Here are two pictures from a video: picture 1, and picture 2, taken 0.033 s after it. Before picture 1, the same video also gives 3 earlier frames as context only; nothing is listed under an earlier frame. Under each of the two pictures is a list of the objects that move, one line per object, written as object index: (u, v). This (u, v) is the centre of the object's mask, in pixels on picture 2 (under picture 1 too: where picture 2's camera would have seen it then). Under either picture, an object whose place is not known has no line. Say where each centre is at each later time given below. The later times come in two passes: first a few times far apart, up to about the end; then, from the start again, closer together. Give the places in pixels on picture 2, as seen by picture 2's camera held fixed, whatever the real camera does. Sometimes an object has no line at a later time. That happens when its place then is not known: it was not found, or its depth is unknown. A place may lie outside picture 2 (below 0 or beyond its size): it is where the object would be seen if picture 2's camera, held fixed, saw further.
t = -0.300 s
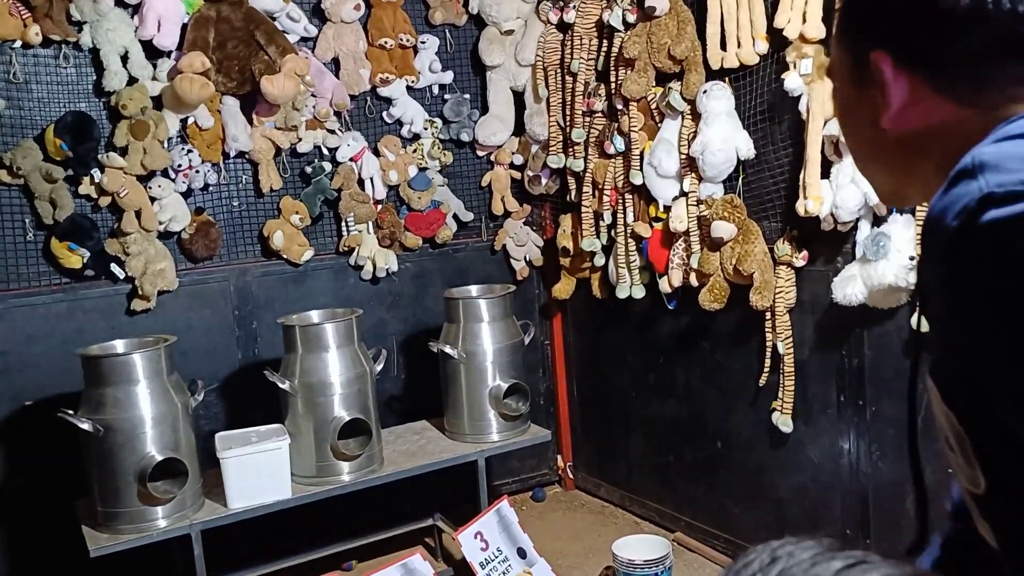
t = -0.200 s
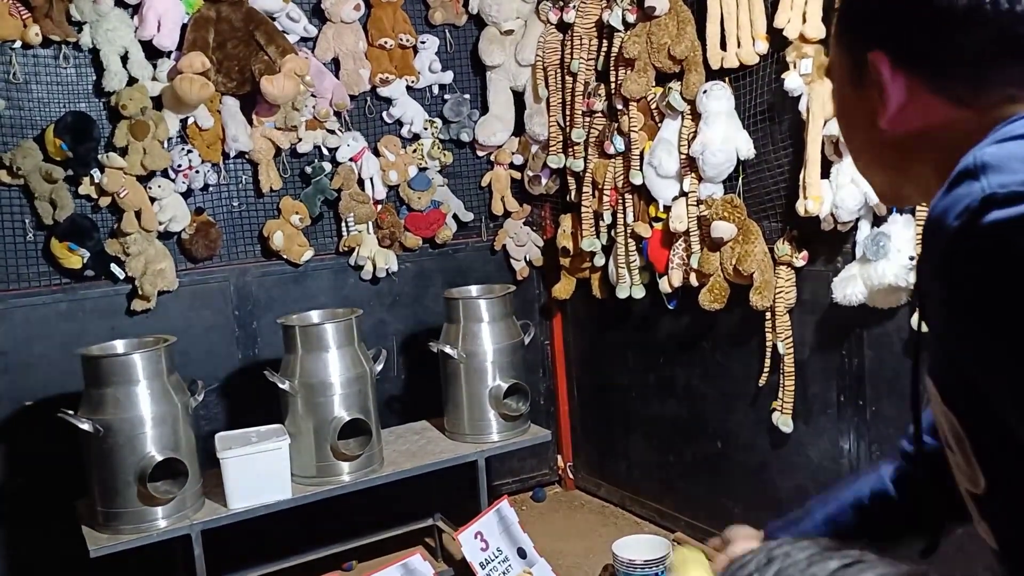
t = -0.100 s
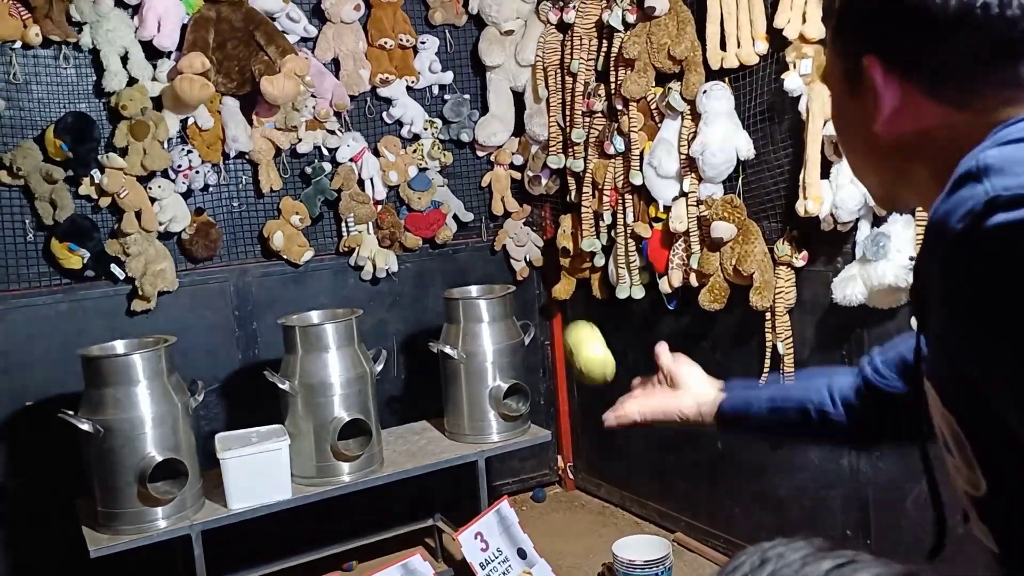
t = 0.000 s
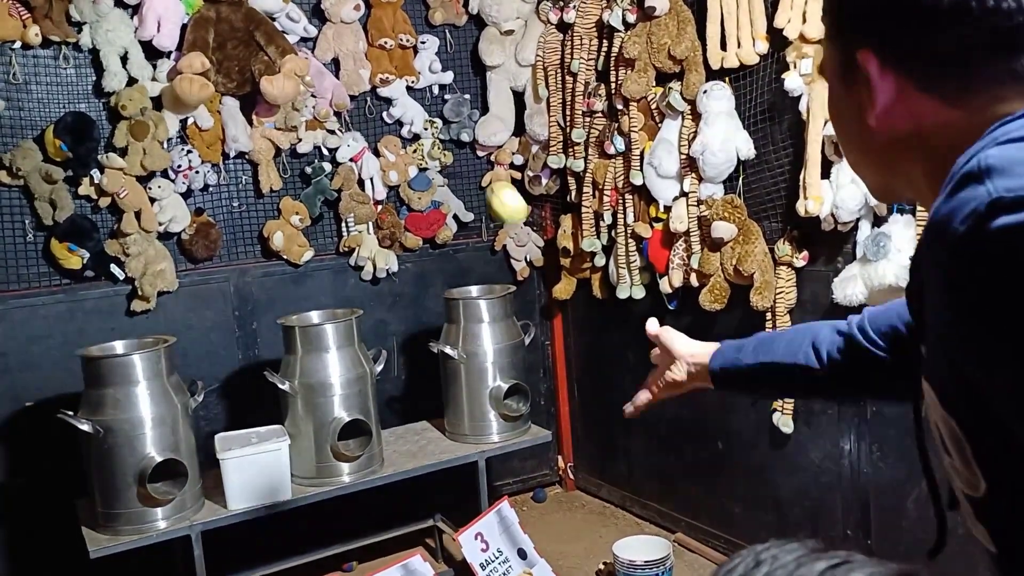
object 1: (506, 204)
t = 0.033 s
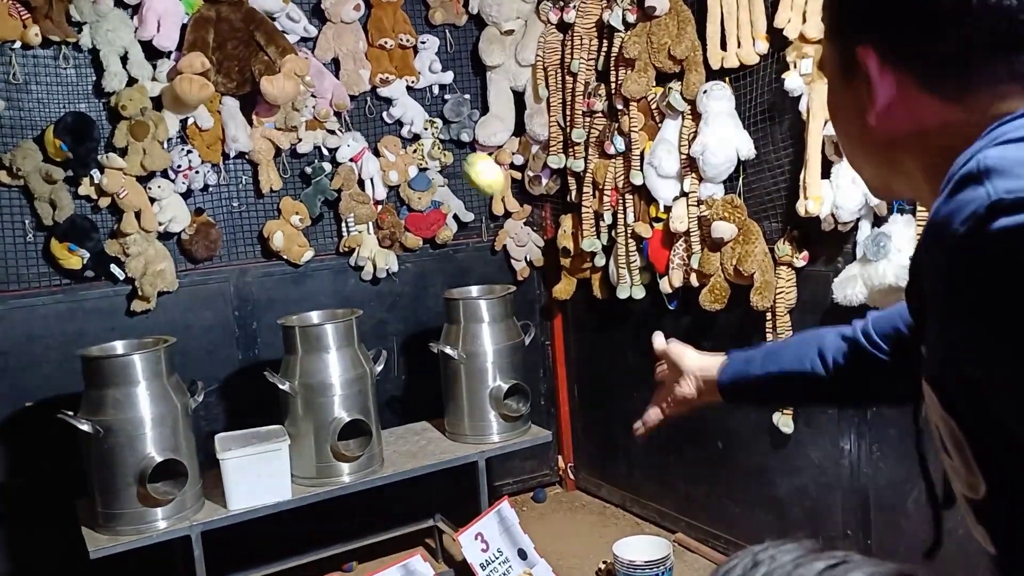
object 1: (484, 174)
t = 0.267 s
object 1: (370, 134)
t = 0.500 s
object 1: (315, 297)
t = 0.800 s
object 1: (286, 298)
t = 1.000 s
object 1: (249, 415)
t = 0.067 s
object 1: (464, 151)
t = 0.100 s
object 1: (444, 134)
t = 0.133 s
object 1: (426, 123)
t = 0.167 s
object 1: (410, 118)
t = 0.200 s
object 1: (394, 119)
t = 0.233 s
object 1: (381, 125)
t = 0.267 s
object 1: (370, 134)
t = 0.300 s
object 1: (359, 148)
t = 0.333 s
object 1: (349, 168)
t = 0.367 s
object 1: (341, 187)
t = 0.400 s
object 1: (333, 213)
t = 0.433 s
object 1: (326, 238)
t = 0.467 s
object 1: (321, 265)
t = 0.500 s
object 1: (315, 297)
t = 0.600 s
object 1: (332, 314)
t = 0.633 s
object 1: (325, 306)
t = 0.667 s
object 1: (317, 298)
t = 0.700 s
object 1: (309, 293)
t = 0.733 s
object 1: (302, 291)
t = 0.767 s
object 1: (293, 293)
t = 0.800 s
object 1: (286, 298)
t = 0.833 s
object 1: (280, 308)
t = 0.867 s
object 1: (273, 322)
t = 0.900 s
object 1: (265, 340)
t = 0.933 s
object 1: (260, 361)
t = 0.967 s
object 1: (254, 390)
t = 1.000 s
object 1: (249, 415)
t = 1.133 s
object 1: (240, 556)
